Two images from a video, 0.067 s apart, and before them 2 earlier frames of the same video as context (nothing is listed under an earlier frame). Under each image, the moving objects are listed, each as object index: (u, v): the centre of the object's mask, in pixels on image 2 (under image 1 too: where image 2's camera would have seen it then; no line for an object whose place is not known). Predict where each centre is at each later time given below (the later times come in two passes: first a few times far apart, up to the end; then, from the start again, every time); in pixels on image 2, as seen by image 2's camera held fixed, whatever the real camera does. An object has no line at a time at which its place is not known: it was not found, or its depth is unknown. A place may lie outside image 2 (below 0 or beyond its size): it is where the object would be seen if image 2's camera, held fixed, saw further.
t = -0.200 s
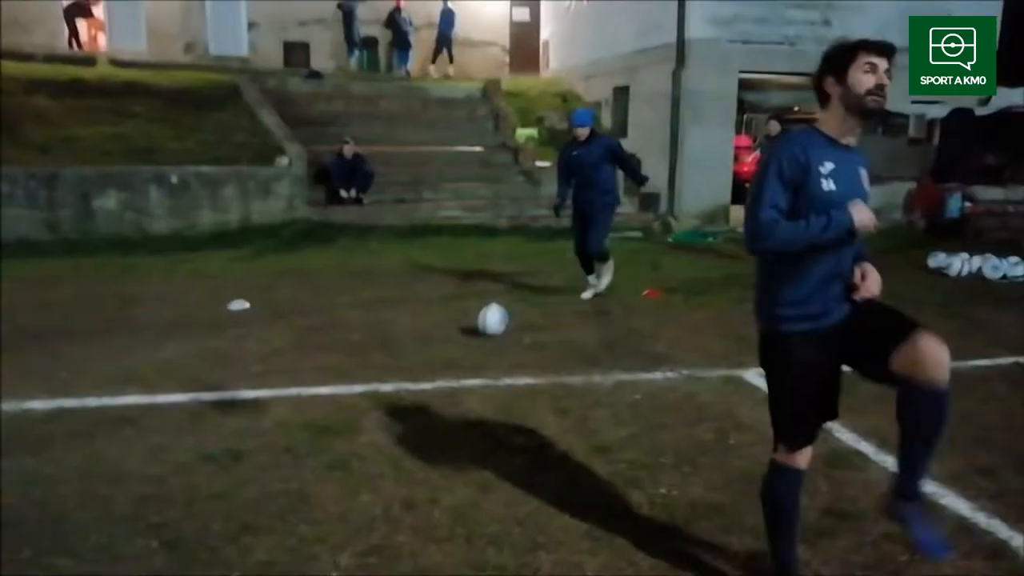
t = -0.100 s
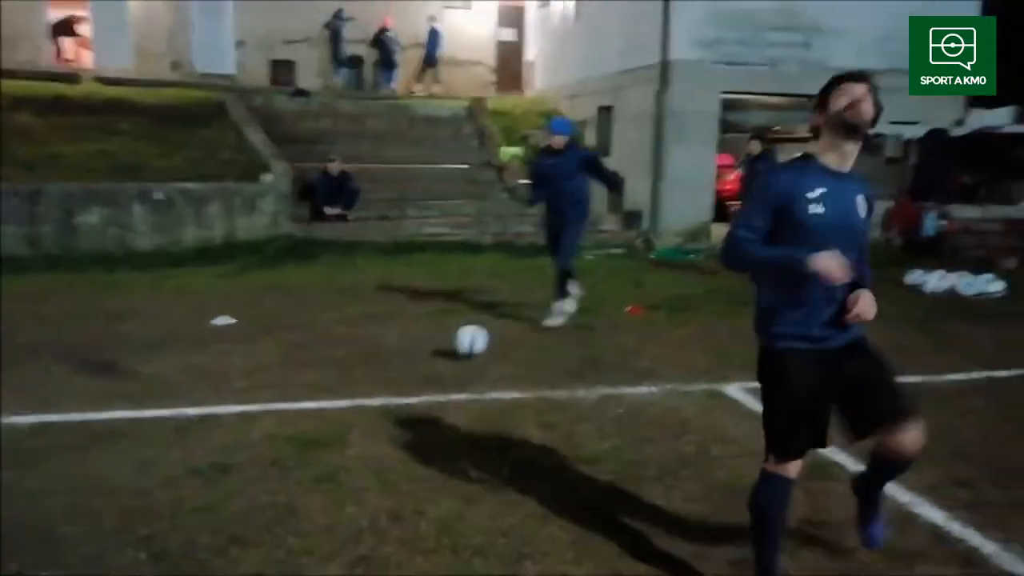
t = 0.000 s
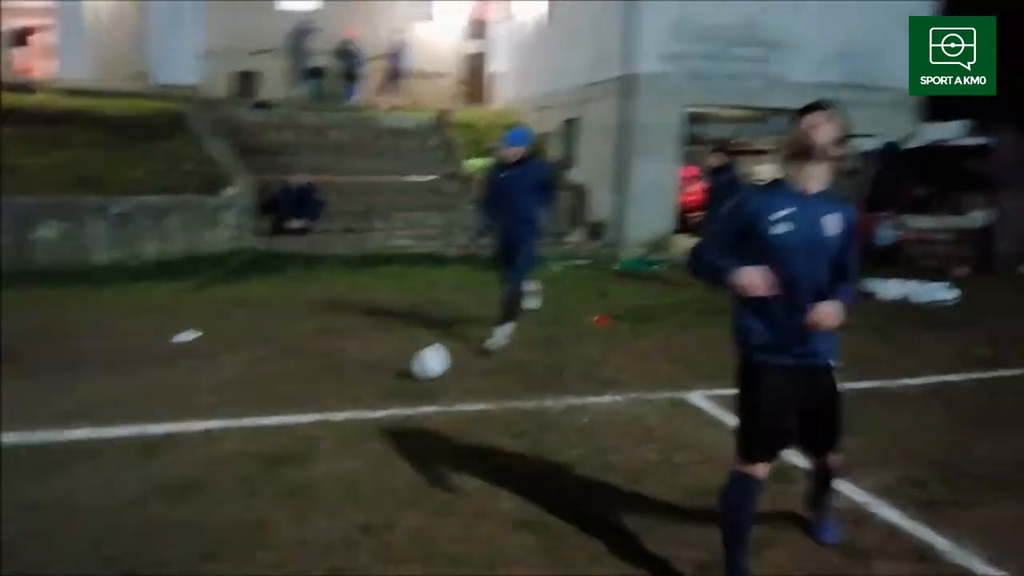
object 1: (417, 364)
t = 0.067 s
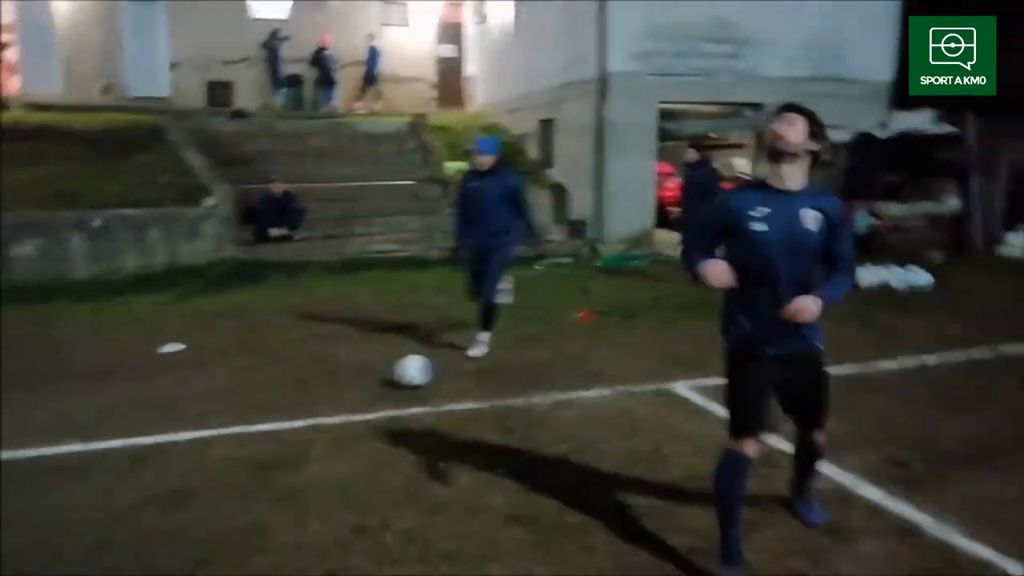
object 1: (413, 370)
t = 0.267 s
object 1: (395, 391)
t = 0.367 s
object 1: (386, 401)
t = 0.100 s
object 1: (409, 372)
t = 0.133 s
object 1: (407, 377)
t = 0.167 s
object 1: (405, 380)
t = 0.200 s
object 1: (403, 383)
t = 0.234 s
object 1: (398, 387)
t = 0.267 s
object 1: (395, 391)
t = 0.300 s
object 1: (393, 394)
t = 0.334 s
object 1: (390, 398)
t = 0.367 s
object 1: (386, 401)
